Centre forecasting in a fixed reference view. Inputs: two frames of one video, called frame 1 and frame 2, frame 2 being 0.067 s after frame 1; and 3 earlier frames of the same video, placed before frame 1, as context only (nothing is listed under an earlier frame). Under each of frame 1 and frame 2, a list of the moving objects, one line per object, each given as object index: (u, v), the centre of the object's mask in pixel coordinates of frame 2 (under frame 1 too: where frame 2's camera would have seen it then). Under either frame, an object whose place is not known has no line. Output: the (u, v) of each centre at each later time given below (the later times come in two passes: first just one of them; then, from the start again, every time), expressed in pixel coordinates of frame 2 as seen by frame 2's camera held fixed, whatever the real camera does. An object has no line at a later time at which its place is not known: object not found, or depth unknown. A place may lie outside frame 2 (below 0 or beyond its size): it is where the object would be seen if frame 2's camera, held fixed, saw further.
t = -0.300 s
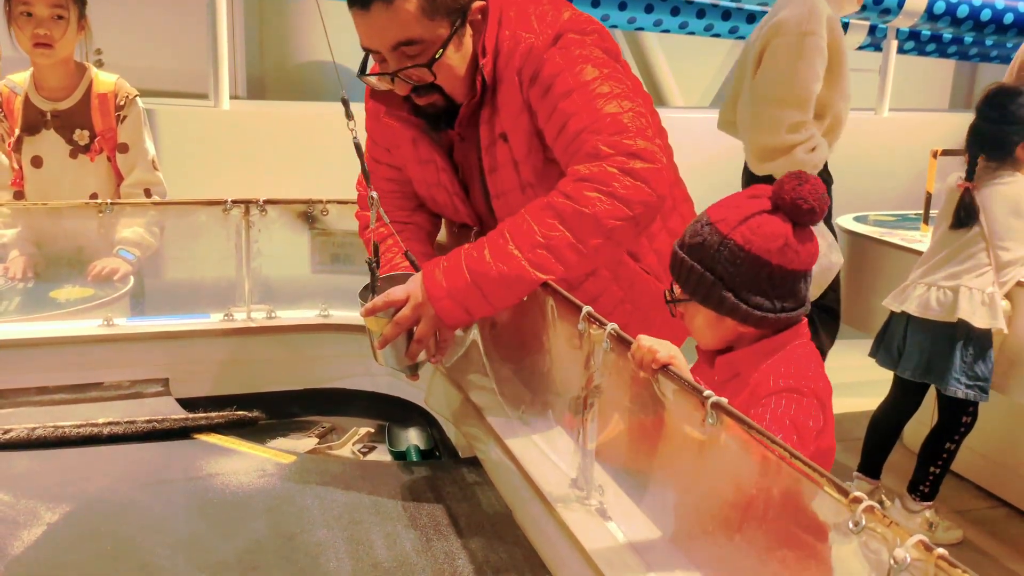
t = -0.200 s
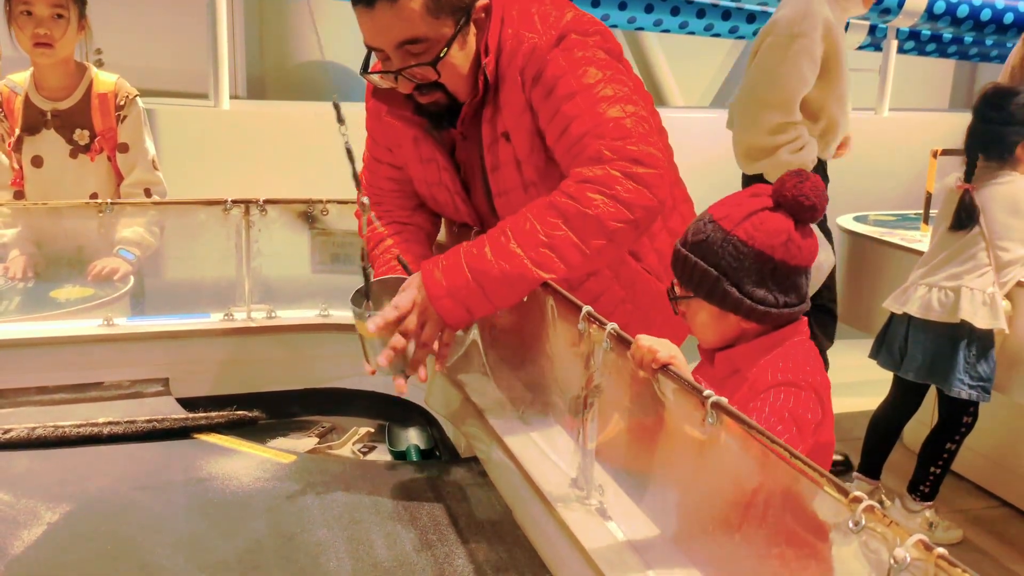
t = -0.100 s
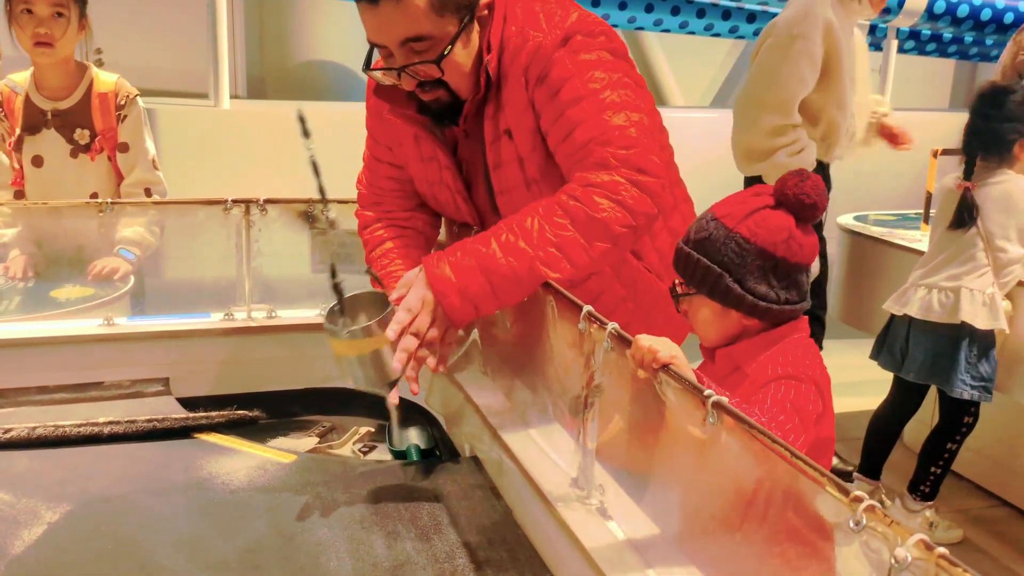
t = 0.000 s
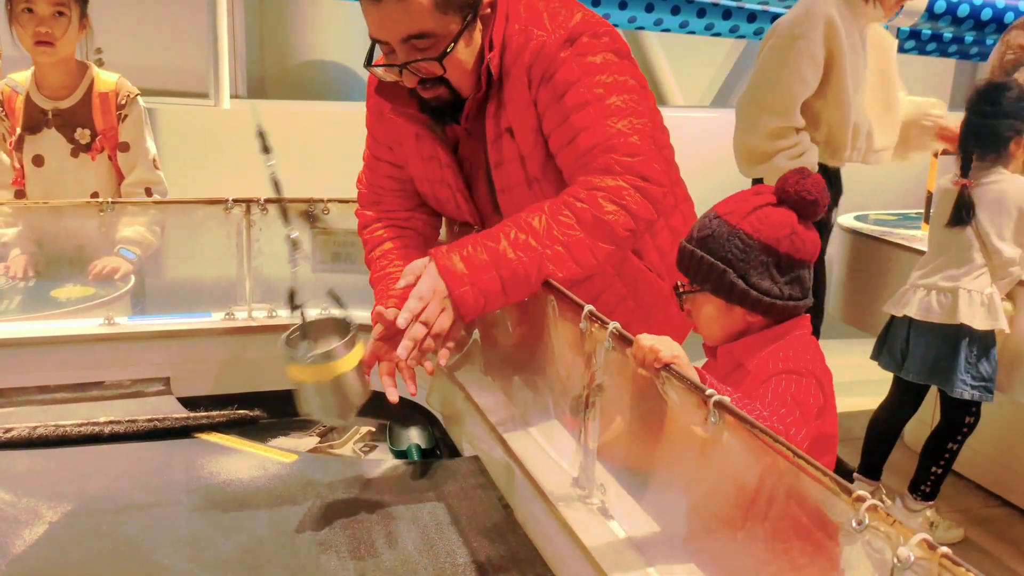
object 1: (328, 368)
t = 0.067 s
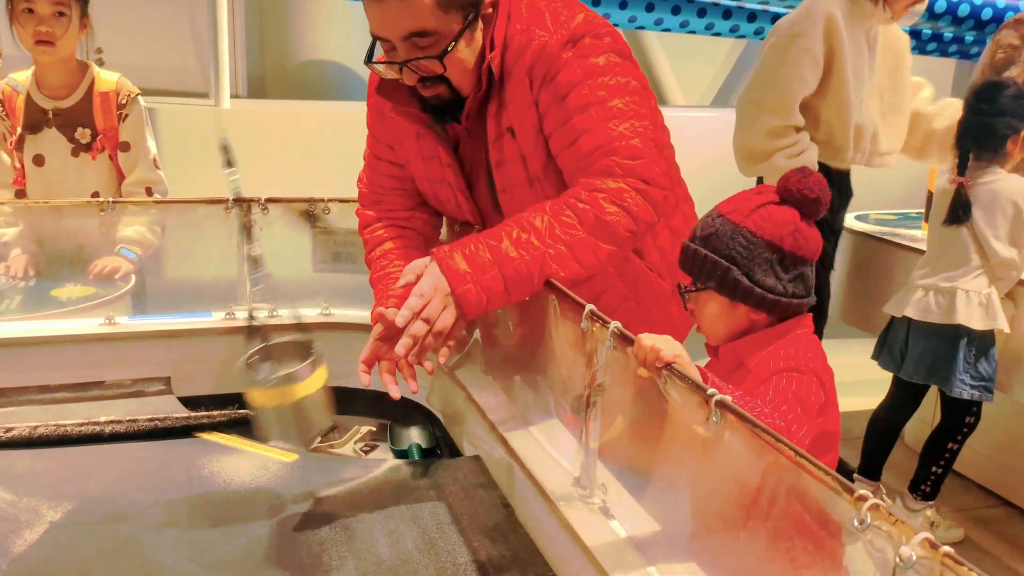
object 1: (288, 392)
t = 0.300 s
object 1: (49, 511)
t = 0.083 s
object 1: (277, 398)
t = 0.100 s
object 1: (264, 404)
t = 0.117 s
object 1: (252, 411)
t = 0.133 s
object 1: (237, 418)
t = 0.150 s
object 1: (222, 426)
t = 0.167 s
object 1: (207, 433)
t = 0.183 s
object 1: (190, 441)
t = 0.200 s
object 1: (173, 450)
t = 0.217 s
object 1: (154, 461)
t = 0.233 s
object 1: (135, 469)
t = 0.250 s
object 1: (116, 481)
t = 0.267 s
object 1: (96, 489)
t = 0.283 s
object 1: (73, 501)
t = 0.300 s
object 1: (49, 511)
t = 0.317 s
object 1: (37, 516)
